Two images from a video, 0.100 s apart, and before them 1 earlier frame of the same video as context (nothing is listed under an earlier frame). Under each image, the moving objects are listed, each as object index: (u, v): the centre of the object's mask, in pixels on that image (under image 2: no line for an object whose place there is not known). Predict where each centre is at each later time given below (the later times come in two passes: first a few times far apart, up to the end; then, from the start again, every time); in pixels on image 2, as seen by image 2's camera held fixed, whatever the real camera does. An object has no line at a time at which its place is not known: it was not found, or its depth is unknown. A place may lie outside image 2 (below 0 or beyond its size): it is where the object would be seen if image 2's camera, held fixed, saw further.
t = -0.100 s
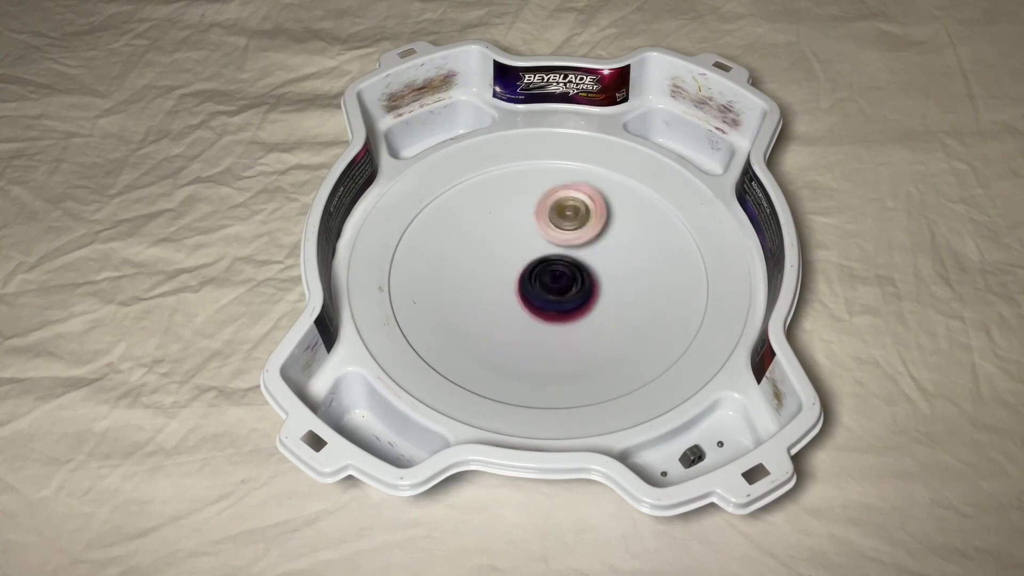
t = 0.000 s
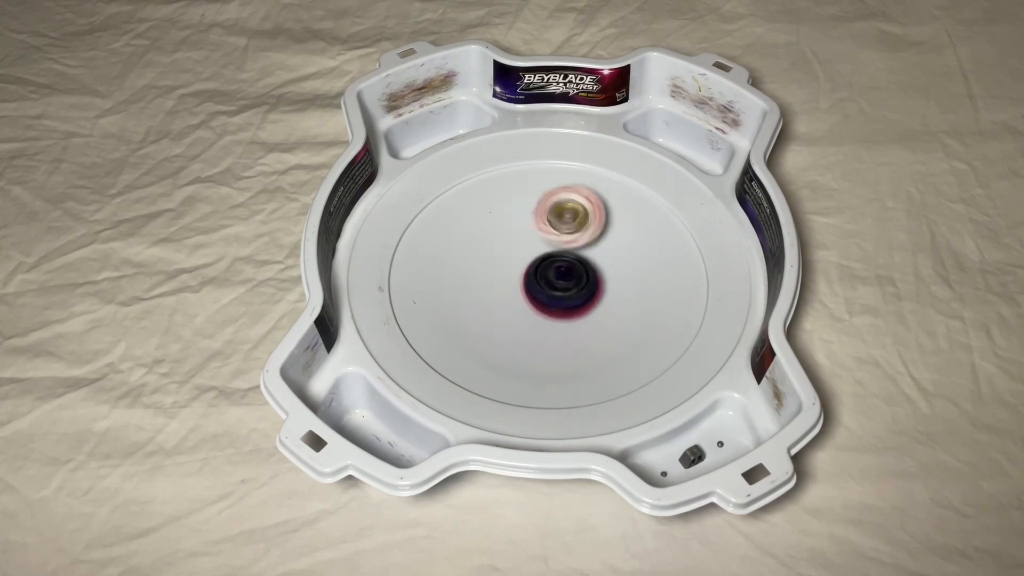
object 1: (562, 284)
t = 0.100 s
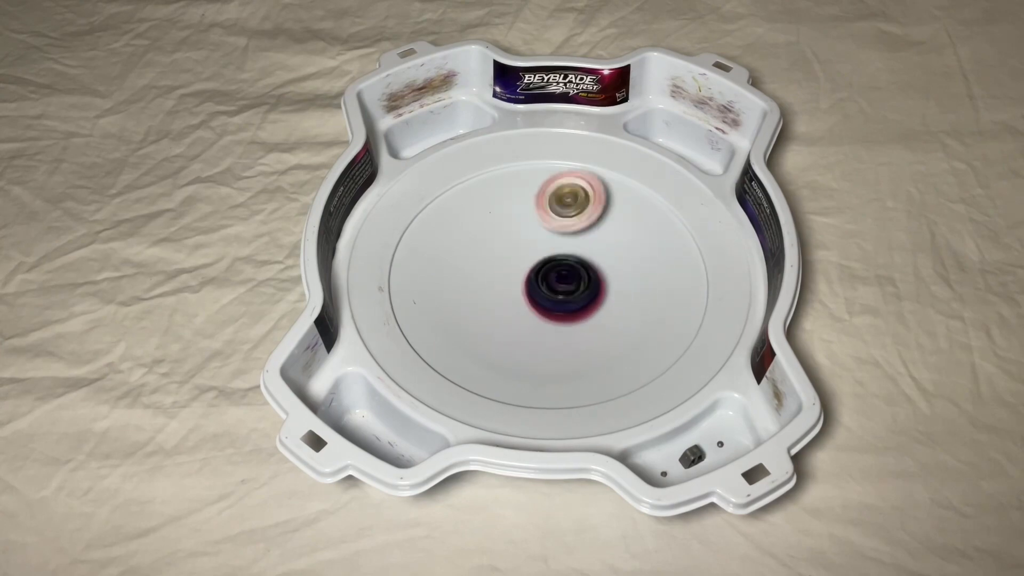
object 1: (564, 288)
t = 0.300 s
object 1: (570, 281)
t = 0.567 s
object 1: (572, 279)
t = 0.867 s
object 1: (570, 287)
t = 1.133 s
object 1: (567, 289)
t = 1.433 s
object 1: (569, 288)
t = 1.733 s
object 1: (574, 278)
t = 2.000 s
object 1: (581, 273)
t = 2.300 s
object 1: (582, 274)
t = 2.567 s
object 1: (577, 278)
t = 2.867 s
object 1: (575, 282)
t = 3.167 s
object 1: (574, 276)
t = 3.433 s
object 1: (574, 273)
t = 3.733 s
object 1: (581, 267)
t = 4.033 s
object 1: (581, 268)
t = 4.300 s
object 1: (567, 271)
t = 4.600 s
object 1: (559, 276)
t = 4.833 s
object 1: (562, 274)
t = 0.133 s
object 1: (566, 287)
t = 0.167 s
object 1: (567, 286)
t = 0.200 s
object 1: (568, 285)
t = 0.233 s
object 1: (569, 284)
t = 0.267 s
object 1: (569, 282)
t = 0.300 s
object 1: (570, 281)
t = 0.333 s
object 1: (570, 279)
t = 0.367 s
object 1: (571, 280)
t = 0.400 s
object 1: (571, 280)
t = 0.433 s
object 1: (571, 279)
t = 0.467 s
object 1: (571, 279)
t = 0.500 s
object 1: (571, 279)
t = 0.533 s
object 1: (571, 279)
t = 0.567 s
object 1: (572, 279)
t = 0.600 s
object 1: (571, 279)
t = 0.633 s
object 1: (571, 280)
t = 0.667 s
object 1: (571, 280)
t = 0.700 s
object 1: (570, 279)
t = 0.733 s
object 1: (570, 279)
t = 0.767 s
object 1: (570, 281)
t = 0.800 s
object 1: (571, 285)
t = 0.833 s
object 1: (570, 287)
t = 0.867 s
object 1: (570, 287)
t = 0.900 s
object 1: (570, 288)
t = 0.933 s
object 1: (569, 288)
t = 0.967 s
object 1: (569, 288)
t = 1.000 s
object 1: (568, 288)
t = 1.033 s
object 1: (567, 287)
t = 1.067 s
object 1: (566, 286)
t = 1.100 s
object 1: (566, 287)
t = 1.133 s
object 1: (567, 289)
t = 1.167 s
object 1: (566, 289)
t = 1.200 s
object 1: (566, 289)
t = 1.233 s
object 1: (566, 288)
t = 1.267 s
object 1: (566, 287)
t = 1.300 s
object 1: (566, 286)
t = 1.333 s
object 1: (567, 287)
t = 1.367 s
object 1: (568, 289)
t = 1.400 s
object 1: (569, 289)
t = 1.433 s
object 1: (569, 288)
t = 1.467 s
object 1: (570, 287)
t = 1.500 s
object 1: (570, 286)
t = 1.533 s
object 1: (571, 285)
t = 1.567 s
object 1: (571, 284)
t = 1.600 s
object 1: (571, 282)
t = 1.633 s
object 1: (571, 281)
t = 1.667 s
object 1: (572, 279)
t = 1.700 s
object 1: (572, 277)
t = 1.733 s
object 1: (574, 278)
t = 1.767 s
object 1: (577, 279)
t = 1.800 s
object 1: (578, 279)
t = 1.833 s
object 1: (578, 278)
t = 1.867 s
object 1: (579, 277)
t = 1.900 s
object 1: (579, 276)
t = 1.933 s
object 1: (580, 275)
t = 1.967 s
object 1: (580, 274)
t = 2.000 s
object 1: (581, 273)
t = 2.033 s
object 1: (581, 272)
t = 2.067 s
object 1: (581, 271)
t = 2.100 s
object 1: (581, 270)
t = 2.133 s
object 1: (581, 272)
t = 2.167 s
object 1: (580, 272)
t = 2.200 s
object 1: (581, 272)
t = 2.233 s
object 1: (582, 273)
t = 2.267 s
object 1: (582, 274)
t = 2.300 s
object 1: (582, 274)
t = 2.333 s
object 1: (581, 274)
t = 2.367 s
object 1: (581, 274)
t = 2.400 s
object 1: (579, 274)
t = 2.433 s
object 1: (578, 274)
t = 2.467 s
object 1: (577, 275)
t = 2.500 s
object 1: (576, 276)
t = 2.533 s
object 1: (576, 277)
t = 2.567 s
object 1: (577, 278)
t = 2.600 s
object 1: (576, 279)
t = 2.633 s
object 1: (574, 278)
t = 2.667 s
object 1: (573, 278)
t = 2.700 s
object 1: (572, 278)
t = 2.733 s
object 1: (571, 277)
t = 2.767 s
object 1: (569, 276)
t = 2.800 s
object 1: (572, 278)
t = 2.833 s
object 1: (575, 281)
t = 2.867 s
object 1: (575, 282)
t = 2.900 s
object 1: (575, 281)
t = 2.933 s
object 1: (575, 280)
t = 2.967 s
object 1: (575, 280)
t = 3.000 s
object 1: (575, 280)
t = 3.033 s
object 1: (575, 279)
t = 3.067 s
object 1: (574, 278)
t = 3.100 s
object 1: (574, 277)
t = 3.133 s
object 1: (574, 277)
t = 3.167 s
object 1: (574, 276)
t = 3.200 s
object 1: (574, 276)
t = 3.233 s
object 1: (574, 276)
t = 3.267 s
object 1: (574, 276)
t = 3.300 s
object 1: (574, 275)
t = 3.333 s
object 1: (575, 275)
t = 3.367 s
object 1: (575, 275)
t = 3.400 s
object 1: (574, 274)
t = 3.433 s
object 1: (574, 273)
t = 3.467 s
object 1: (574, 272)
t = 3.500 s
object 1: (574, 271)
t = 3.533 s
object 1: (573, 270)
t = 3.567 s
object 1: (574, 269)
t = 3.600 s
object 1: (574, 268)
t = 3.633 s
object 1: (575, 268)
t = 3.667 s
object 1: (577, 267)
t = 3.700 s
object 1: (580, 267)
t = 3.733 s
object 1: (581, 267)
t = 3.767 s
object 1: (583, 266)
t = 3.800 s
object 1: (584, 266)
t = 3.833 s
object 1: (585, 266)
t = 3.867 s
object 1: (586, 266)
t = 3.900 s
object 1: (586, 267)
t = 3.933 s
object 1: (586, 267)
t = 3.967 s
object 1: (584, 268)
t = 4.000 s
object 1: (582, 268)
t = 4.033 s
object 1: (581, 268)
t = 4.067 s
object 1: (580, 268)
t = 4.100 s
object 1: (579, 269)
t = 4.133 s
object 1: (577, 270)
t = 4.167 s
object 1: (574, 270)
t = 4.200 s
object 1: (572, 271)
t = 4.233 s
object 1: (571, 272)
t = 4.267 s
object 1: (569, 272)
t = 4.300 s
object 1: (567, 271)
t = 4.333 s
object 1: (564, 271)
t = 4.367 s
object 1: (562, 271)
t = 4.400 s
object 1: (562, 273)
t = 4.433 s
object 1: (563, 275)
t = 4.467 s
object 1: (562, 277)
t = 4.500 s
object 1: (560, 277)
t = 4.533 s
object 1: (560, 276)
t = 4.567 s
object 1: (560, 276)
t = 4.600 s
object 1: (559, 276)
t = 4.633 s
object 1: (558, 276)
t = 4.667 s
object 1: (557, 275)
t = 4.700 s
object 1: (557, 273)
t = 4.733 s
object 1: (558, 273)
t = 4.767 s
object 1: (559, 273)
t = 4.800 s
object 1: (561, 274)
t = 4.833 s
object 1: (562, 274)
